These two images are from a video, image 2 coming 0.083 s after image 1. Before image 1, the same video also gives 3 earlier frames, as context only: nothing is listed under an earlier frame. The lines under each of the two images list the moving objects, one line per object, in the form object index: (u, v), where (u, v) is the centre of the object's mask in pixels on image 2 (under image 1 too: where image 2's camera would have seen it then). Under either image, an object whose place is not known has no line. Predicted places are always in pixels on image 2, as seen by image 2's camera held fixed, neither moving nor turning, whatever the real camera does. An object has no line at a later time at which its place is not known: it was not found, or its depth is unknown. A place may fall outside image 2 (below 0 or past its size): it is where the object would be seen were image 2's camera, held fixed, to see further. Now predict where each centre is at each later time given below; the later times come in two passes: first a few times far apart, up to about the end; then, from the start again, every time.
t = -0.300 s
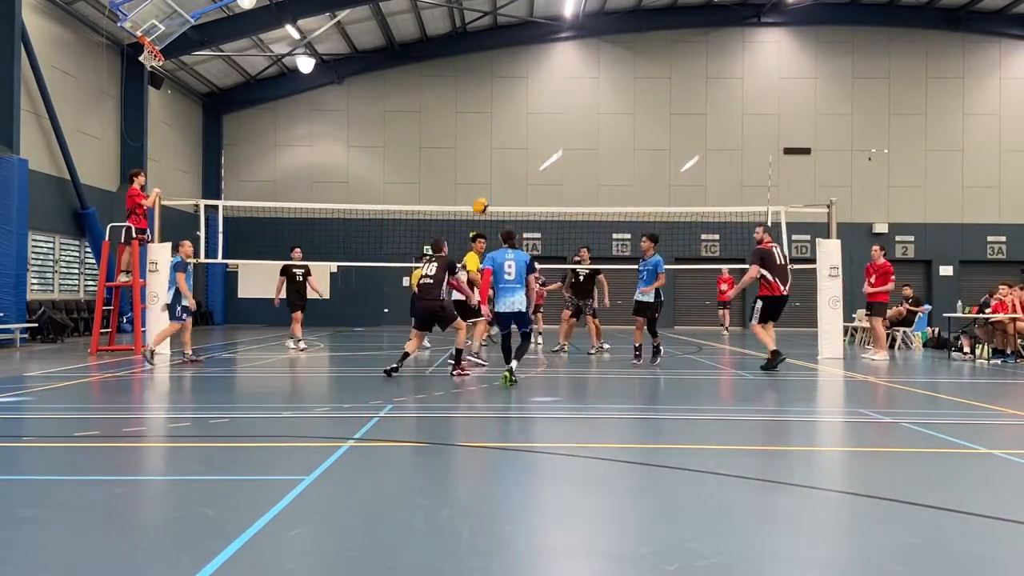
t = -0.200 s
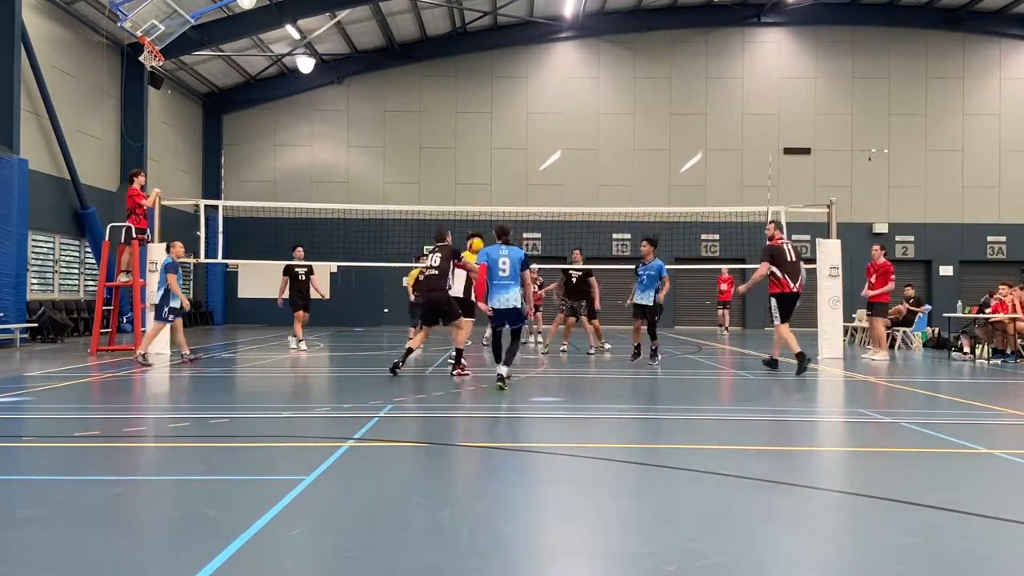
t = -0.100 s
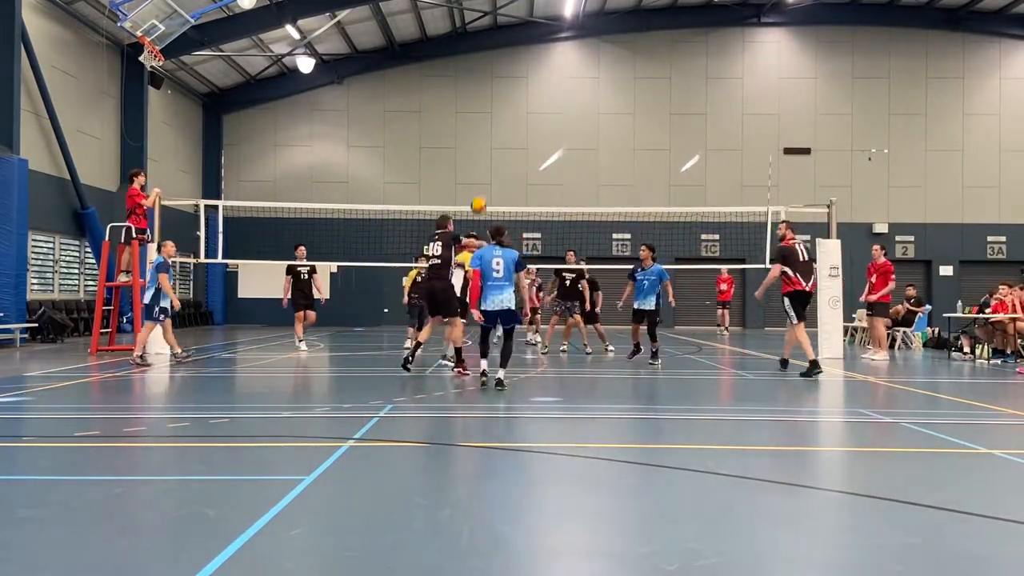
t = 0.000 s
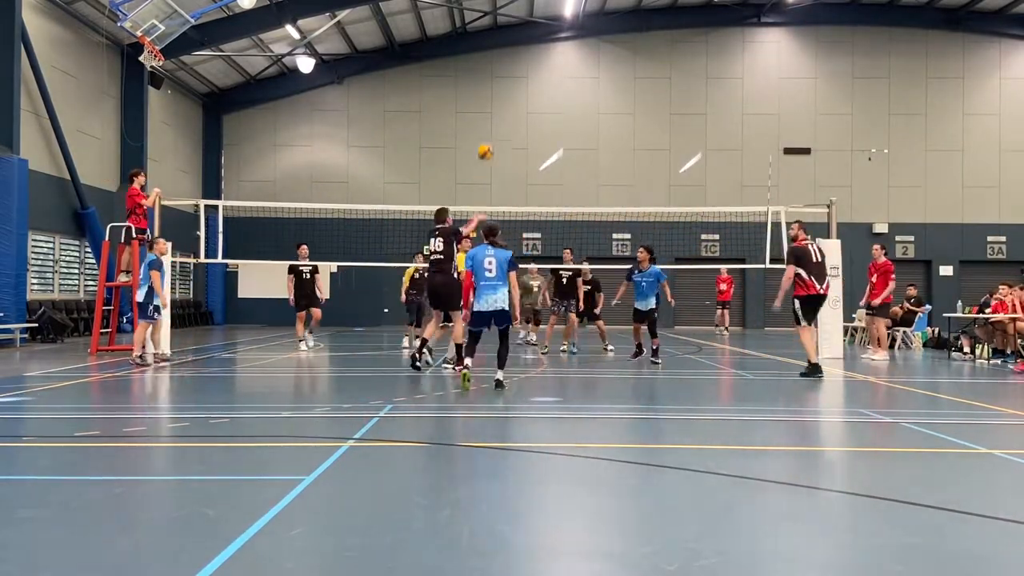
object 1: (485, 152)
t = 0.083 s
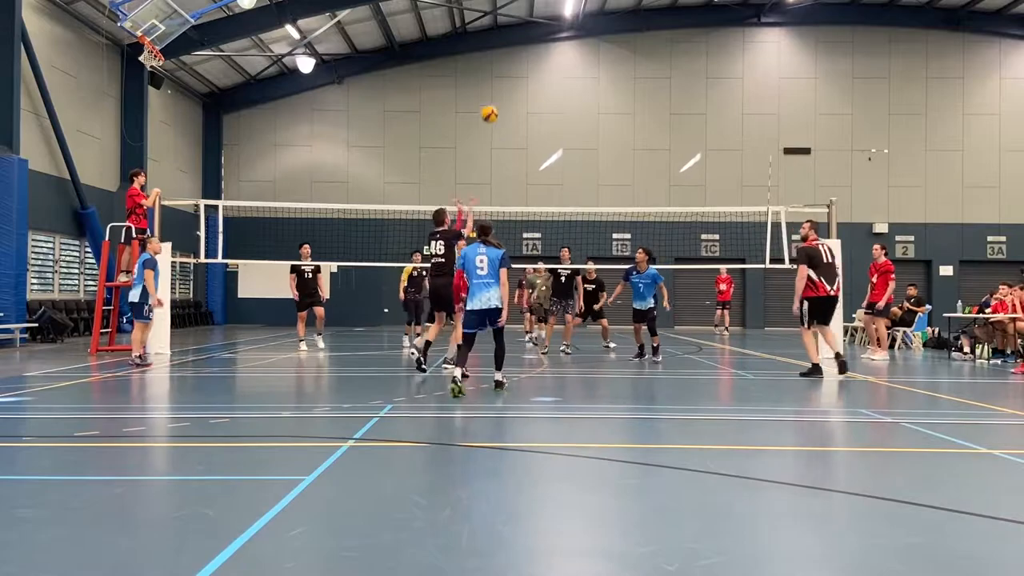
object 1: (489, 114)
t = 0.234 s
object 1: (498, 62)
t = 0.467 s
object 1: (513, 22)
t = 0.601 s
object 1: (520, 17)
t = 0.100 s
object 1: (490, 107)
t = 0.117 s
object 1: (491, 101)
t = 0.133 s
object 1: (492, 94)
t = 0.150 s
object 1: (494, 89)
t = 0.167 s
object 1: (494, 83)
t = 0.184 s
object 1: (495, 78)
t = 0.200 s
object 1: (496, 72)
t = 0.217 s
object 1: (497, 67)
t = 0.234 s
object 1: (498, 62)
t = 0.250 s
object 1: (500, 58)
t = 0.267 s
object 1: (500, 55)
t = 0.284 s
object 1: (502, 50)
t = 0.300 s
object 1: (503, 47)
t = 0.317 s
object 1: (504, 43)
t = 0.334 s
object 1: (505, 40)
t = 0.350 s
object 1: (506, 37)
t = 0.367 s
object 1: (507, 34)
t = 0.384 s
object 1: (508, 32)
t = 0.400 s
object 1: (509, 29)
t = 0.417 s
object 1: (510, 27)
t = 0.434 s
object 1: (511, 25)
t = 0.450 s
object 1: (512, 23)
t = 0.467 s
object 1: (513, 22)
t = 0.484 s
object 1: (514, 20)
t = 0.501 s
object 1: (514, 19)
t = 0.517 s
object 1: (516, 18)
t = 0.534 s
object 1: (516, 18)
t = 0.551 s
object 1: (517, 17)
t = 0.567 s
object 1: (518, 17)
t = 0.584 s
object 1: (519, 16)
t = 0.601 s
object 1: (520, 17)
